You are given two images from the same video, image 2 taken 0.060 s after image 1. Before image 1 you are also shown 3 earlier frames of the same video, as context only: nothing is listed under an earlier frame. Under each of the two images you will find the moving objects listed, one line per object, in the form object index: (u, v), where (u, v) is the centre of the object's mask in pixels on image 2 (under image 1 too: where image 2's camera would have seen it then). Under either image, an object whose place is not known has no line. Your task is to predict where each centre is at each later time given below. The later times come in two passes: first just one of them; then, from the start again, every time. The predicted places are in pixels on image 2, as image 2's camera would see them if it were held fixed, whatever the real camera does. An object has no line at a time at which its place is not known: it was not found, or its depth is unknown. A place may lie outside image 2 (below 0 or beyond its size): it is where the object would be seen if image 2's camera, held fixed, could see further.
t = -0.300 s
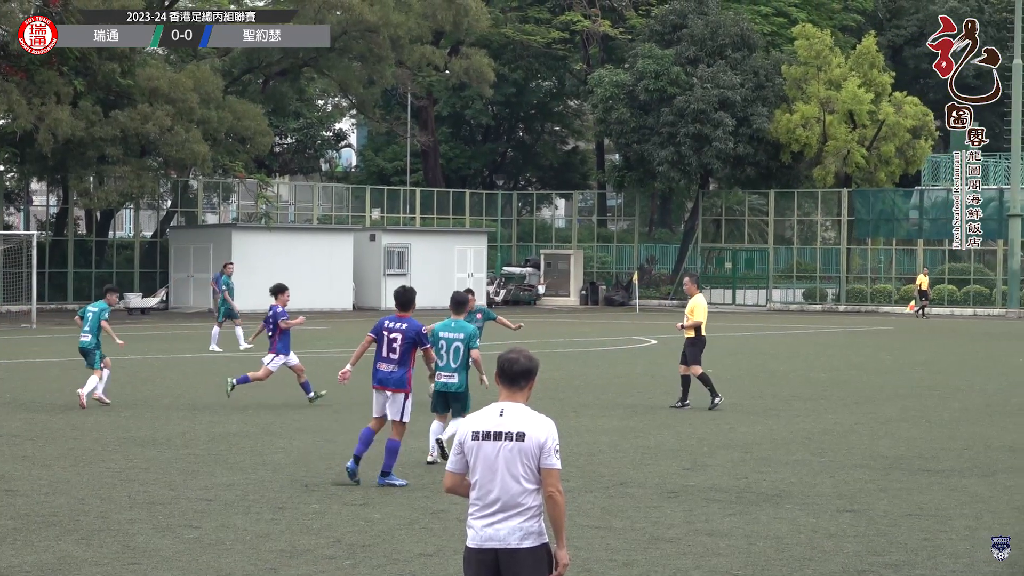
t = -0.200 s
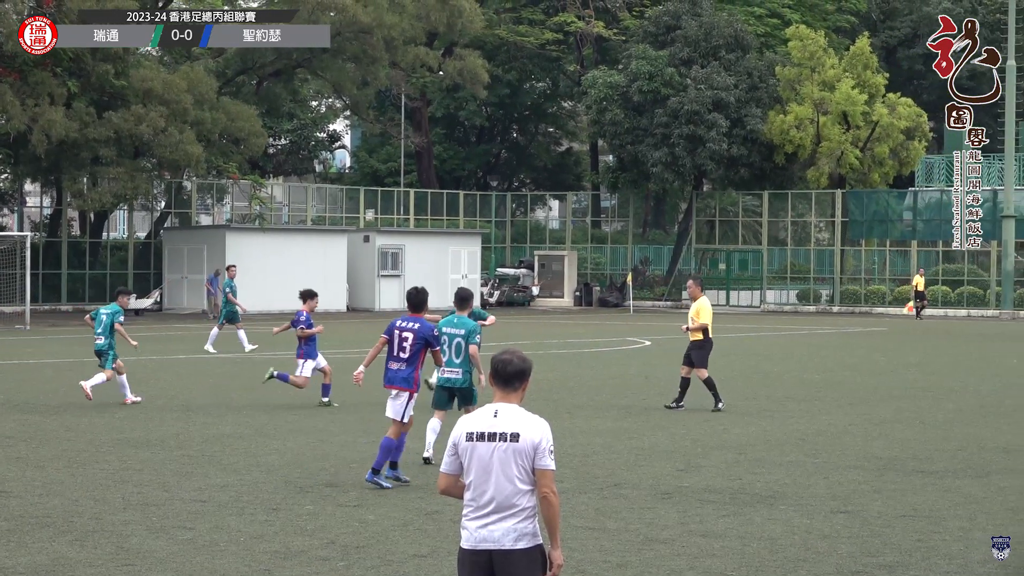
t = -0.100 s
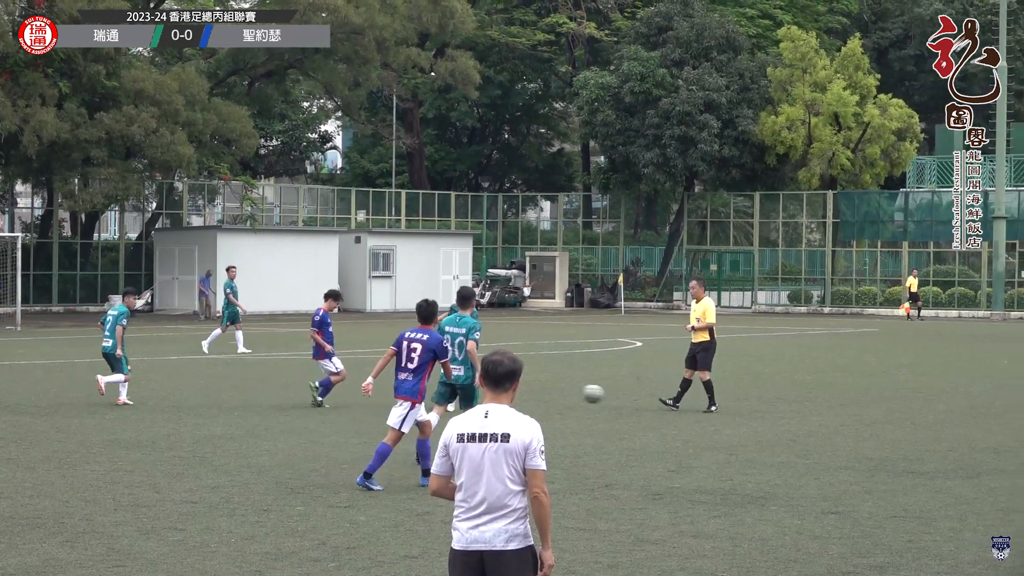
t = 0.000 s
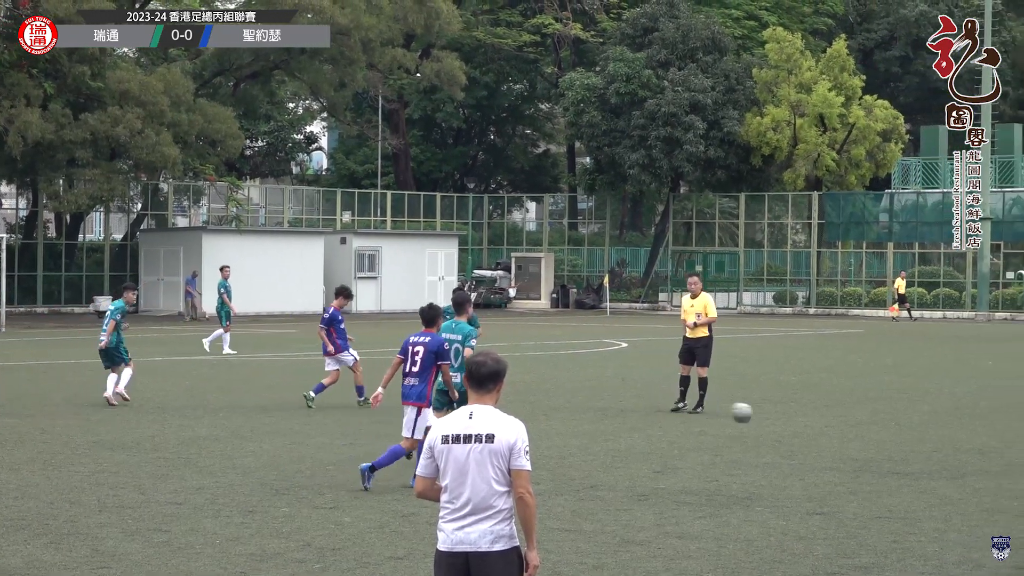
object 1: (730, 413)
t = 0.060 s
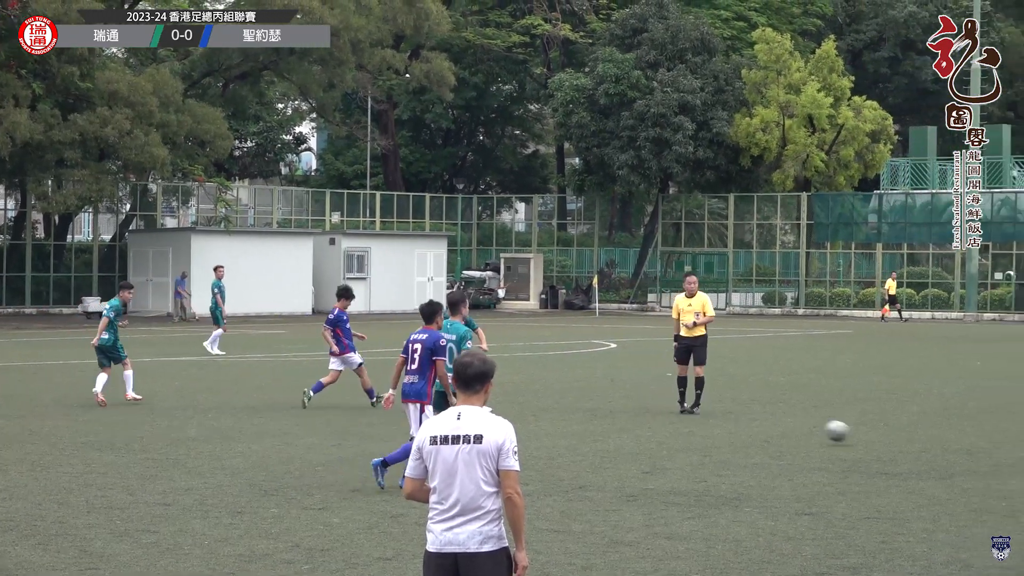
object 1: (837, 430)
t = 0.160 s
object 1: (1020, 421)
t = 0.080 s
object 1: (874, 438)
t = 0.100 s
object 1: (909, 435)
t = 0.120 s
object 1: (944, 431)
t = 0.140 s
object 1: (981, 425)
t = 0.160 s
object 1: (1020, 421)
